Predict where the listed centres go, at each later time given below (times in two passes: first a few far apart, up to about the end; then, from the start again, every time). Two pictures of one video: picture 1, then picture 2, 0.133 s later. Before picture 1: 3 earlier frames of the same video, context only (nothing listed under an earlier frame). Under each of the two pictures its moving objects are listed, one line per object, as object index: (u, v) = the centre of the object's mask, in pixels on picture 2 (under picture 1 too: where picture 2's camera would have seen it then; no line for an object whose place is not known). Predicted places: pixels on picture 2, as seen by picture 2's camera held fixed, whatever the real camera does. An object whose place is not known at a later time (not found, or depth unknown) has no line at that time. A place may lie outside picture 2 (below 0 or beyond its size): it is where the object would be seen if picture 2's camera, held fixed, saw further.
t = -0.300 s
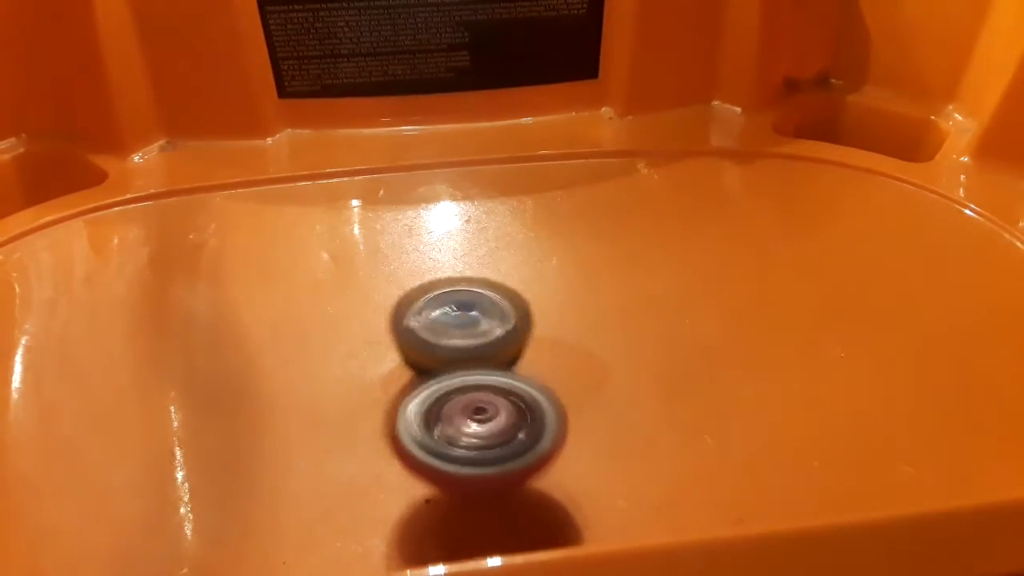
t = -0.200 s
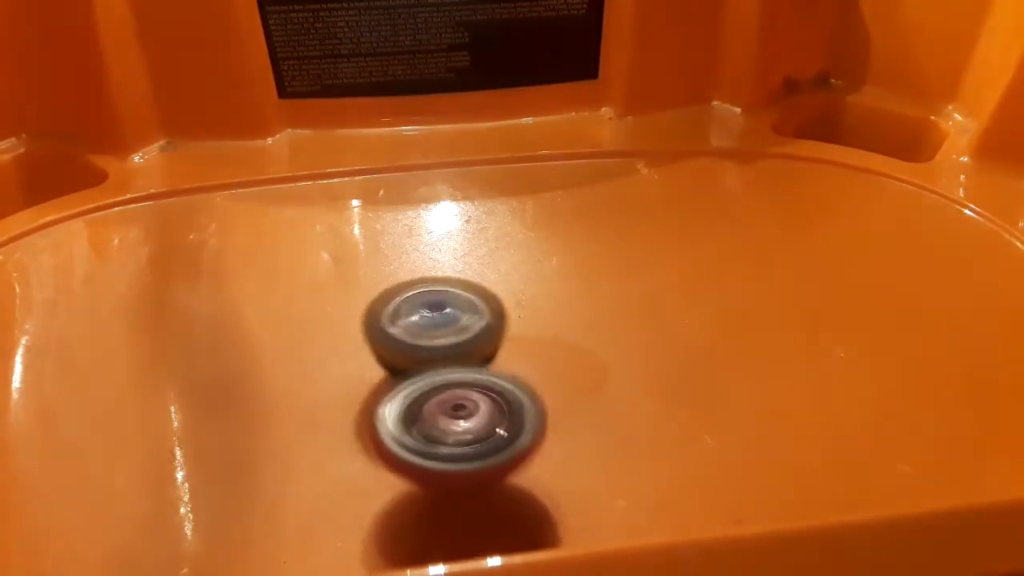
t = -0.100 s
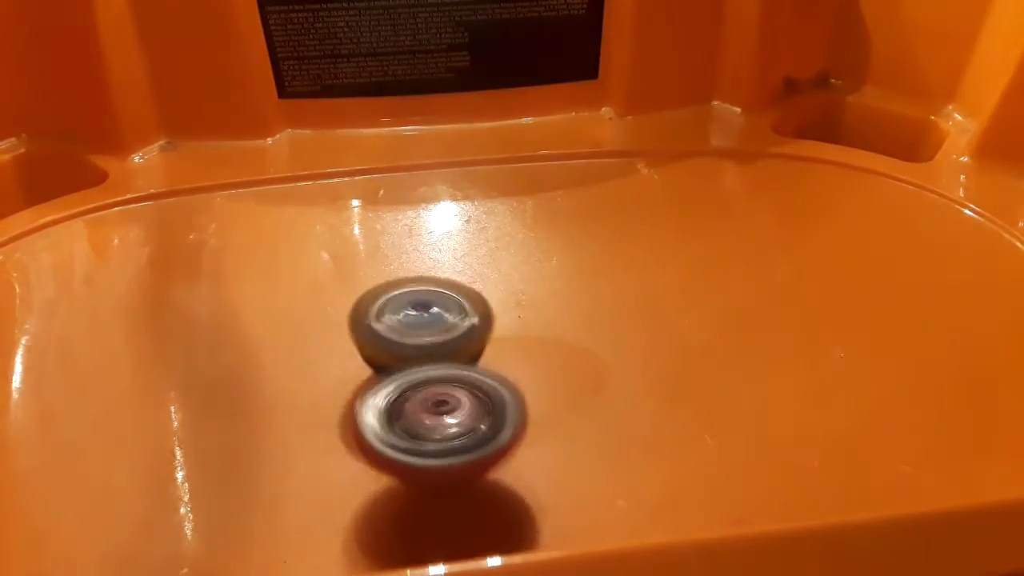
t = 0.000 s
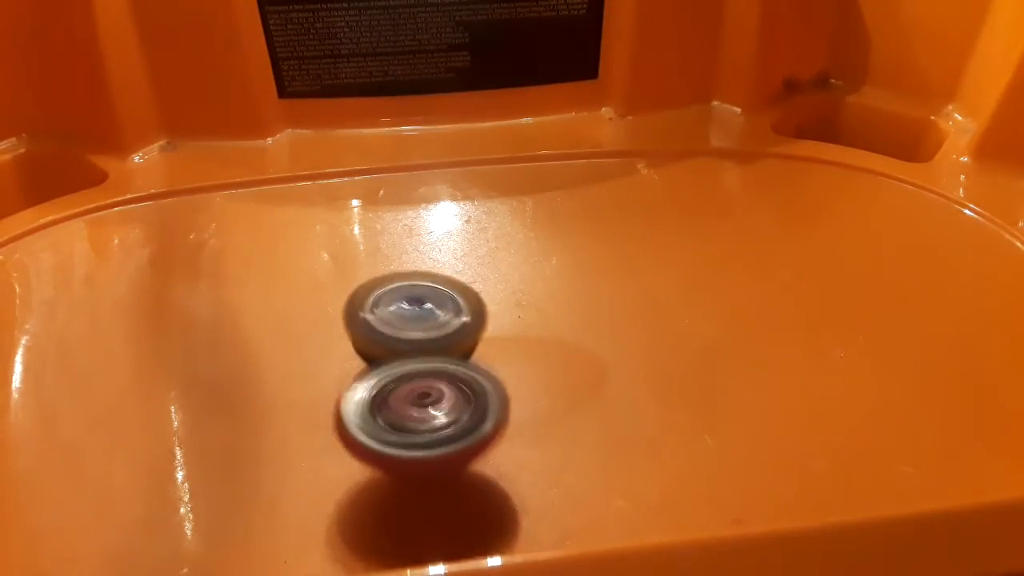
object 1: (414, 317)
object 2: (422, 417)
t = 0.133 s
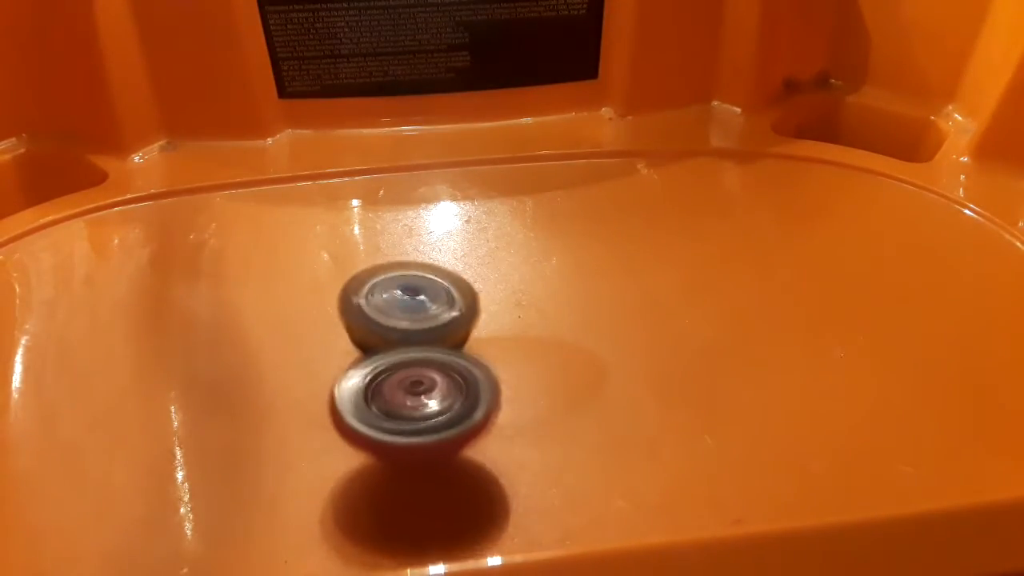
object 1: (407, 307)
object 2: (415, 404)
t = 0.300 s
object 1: (402, 299)
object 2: (427, 394)
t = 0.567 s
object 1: (396, 299)
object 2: (476, 385)
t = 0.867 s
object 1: (404, 312)
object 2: (530, 363)
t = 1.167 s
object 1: (430, 312)
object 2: (593, 334)
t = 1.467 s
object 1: (465, 318)
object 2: (617, 315)
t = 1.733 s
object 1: (443, 335)
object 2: (631, 329)
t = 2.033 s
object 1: (396, 349)
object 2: (598, 341)
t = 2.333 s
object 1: (365, 349)
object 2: (552, 317)
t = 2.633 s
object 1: (350, 340)
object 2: (518, 303)
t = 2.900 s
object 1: (363, 336)
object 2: (532, 295)
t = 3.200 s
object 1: (390, 334)
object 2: (539, 301)
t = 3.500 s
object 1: (386, 330)
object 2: (595, 305)
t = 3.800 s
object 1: (389, 337)
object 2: (625, 333)
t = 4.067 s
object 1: (381, 346)
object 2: (576, 357)
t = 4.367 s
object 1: (366, 358)
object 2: (548, 362)
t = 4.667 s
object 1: (355, 357)
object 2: (541, 379)
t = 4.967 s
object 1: (362, 347)
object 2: (523, 366)
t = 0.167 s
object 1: (407, 304)
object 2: (415, 401)
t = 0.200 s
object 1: (407, 302)
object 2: (416, 400)
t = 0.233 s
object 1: (405, 301)
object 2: (419, 399)
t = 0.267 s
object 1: (404, 300)
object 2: (423, 396)
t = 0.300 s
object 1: (402, 299)
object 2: (427, 394)
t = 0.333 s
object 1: (400, 299)
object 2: (432, 393)
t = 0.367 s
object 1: (399, 298)
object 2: (437, 391)
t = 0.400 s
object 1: (398, 298)
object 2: (443, 391)
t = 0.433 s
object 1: (397, 298)
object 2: (448, 389)
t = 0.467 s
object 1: (397, 298)
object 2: (455, 387)
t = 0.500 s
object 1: (396, 298)
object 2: (461, 385)
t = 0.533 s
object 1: (396, 298)
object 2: (469, 386)
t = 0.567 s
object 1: (396, 299)
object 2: (476, 385)
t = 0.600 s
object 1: (397, 300)
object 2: (483, 384)
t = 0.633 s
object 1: (397, 301)
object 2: (489, 383)
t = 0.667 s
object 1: (398, 302)
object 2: (495, 381)
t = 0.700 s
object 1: (398, 304)
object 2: (502, 379)
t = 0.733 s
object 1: (399, 305)
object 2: (509, 377)
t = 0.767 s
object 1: (400, 306)
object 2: (514, 373)
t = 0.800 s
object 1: (401, 308)
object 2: (518, 370)
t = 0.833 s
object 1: (402, 310)
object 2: (524, 366)
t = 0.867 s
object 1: (404, 312)
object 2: (530, 363)
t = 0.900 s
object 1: (405, 314)
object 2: (538, 361)
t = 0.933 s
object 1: (408, 315)
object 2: (546, 358)
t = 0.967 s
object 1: (409, 315)
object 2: (553, 355)
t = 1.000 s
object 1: (412, 315)
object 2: (561, 351)
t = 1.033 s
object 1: (415, 314)
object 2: (568, 348)
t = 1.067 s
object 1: (418, 314)
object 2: (575, 345)
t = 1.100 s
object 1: (422, 313)
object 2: (581, 341)
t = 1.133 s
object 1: (426, 312)
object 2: (588, 337)
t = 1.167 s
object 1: (430, 312)
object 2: (593, 334)
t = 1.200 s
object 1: (434, 312)
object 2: (598, 331)
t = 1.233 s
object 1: (438, 312)
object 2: (602, 326)
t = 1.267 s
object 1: (443, 312)
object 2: (605, 321)
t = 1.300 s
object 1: (447, 312)
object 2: (608, 318)
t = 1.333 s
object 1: (451, 313)
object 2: (610, 314)
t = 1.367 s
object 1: (455, 314)
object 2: (613, 314)
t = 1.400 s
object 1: (459, 315)
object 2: (615, 313)
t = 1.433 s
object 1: (462, 316)
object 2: (617, 314)
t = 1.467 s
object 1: (465, 318)
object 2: (617, 315)
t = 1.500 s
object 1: (468, 319)
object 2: (616, 317)
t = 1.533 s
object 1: (468, 321)
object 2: (618, 319)
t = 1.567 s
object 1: (468, 323)
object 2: (617, 321)
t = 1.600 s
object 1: (467, 326)
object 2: (617, 324)
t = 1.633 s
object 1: (464, 328)
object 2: (617, 327)
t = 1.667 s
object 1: (455, 331)
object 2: (624, 327)
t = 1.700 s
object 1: (449, 333)
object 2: (628, 328)
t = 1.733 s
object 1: (443, 335)
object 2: (631, 329)
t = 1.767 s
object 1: (438, 337)
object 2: (632, 332)
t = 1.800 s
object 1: (434, 339)
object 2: (634, 334)
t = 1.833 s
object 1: (429, 341)
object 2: (633, 336)
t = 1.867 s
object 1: (424, 343)
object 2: (631, 338)
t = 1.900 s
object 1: (419, 344)
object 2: (628, 339)
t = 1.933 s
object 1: (413, 346)
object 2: (622, 340)
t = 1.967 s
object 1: (408, 347)
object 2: (615, 340)
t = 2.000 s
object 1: (402, 348)
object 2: (607, 341)
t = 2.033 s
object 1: (396, 349)
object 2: (598, 341)
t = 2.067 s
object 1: (389, 349)
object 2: (591, 341)
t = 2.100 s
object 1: (383, 349)
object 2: (588, 338)
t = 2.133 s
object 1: (378, 349)
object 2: (585, 335)
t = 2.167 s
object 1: (375, 349)
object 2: (581, 331)
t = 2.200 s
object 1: (372, 349)
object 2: (576, 328)
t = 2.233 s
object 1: (370, 349)
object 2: (570, 325)
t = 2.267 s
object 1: (368, 349)
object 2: (565, 322)
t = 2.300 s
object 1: (366, 349)
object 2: (559, 319)
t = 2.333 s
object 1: (365, 349)
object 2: (552, 317)
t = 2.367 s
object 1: (363, 348)
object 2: (546, 315)
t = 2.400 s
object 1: (363, 348)
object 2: (539, 314)
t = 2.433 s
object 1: (362, 347)
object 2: (533, 313)
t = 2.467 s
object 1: (362, 346)
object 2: (525, 311)
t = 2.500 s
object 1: (361, 346)
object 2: (517, 310)
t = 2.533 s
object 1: (361, 345)
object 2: (510, 310)
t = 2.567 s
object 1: (358, 344)
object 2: (507, 308)
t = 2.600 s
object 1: (351, 342)
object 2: (515, 304)
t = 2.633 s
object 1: (350, 340)
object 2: (518, 303)
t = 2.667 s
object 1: (351, 339)
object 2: (520, 302)
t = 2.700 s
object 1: (351, 338)
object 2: (522, 301)
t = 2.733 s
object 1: (353, 338)
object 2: (523, 299)
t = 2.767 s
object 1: (355, 337)
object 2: (525, 298)
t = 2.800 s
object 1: (356, 337)
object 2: (527, 297)
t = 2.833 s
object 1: (358, 336)
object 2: (529, 296)
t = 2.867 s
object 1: (361, 336)
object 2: (530, 295)
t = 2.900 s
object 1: (363, 336)
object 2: (532, 295)
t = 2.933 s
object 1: (366, 336)
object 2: (534, 295)
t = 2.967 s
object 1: (369, 336)
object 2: (535, 295)
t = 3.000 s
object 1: (372, 336)
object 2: (536, 296)
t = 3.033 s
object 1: (376, 336)
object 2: (537, 296)
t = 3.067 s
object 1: (379, 336)
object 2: (538, 296)
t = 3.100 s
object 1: (382, 337)
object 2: (538, 297)
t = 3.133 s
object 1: (384, 336)
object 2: (539, 299)
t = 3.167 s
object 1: (387, 335)
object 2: (539, 300)
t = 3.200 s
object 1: (390, 334)
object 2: (539, 301)
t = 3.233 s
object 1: (393, 333)
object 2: (539, 303)
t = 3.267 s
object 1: (388, 332)
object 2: (545, 305)
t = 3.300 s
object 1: (382, 331)
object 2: (556, 305)
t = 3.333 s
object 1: (381, 330)
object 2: (562, 305)
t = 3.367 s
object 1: (382, 330)
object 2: (569, 305)
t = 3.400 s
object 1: (383, 330)
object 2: (576, 305)
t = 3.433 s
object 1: (384, 330)
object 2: (582, 305)
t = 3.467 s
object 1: (385, 330)
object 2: (589, 305)
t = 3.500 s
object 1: (386, 330)
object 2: (595, 305)
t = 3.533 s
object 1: (387, 330)
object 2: (601, 304)
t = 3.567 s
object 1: (388, 330)
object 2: (608, 307)
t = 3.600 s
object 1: (389, 331)
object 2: (614, 309)
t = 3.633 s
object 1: (390, 332)
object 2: (620, 313)
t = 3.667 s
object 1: (390, 333)
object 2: (625, 317)
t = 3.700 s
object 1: (390, 334)
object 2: (627, 320)
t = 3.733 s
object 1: (390, 335)
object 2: (628, 325)
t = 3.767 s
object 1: (390, 336)
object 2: (627, 329)
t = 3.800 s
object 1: (389, 337)
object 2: (625, 333)
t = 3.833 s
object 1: (389, 338)
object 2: (622, 338)
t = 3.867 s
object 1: (388, 339)
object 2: (618, 342)
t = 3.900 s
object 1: (387, 341)
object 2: (612, 346)
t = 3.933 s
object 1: (385, 342)
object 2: (606, 349)
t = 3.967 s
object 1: (384, 343)
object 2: (599, 352)
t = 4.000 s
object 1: (383, 344)
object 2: (591, 354)
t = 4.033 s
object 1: (382, 345)
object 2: (583, 355)
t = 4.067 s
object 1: (381, 346)
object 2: (576, 357)
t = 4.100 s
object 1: (379, 348)
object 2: (566, 358)
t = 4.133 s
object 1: (377, 350)
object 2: (560, 359)
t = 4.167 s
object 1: (375, 352)
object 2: (555, 358)
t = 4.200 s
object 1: (374, 353)
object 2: (551, 357)
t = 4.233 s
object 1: (375, 355)
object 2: (546, 357)
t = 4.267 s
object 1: (376, 356)
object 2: (542, 357)
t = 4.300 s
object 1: (377, 358)
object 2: (537, 358)
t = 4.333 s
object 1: (374, 359)
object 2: (537, 358)
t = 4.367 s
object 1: (366, 358)
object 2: (548, 362)
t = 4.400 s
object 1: (363, 358)
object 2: (553, 365)
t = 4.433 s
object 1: (361, 358)
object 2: (553, 367)
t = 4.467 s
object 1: (359, 358)
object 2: (553, 369)
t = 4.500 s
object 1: (357, 358)
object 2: (552, 371)
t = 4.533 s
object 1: (356, 358)
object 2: (551, 373)
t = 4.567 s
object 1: (355, 358)
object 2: (549, 374)
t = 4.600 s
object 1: (355, 358)
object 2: (547, 376)
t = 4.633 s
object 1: (355, 357)
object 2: (544, 378)
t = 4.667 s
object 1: (355, 357)
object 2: (541, 379)
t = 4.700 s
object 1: (355, 356)
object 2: (537, 379)
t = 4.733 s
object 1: (356, 356)
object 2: (533, 379)
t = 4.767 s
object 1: (357, 355)
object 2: (528, 378)
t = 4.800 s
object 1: (358, 354)
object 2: (524, 377)
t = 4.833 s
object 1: (359, 352)
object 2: (518, 374)
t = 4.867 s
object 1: (361, 352)
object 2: (513, 372)
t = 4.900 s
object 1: (360, 350)
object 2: (516, 370)
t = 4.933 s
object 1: (360, 348)
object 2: (518, 368)
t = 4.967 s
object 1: (362, 347)
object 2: (523, 366)
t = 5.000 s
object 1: (364, 346)
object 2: (530, 364)
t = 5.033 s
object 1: (366, 345)
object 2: (537, 362)
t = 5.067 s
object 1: (369, 345)
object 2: (544, 358)
